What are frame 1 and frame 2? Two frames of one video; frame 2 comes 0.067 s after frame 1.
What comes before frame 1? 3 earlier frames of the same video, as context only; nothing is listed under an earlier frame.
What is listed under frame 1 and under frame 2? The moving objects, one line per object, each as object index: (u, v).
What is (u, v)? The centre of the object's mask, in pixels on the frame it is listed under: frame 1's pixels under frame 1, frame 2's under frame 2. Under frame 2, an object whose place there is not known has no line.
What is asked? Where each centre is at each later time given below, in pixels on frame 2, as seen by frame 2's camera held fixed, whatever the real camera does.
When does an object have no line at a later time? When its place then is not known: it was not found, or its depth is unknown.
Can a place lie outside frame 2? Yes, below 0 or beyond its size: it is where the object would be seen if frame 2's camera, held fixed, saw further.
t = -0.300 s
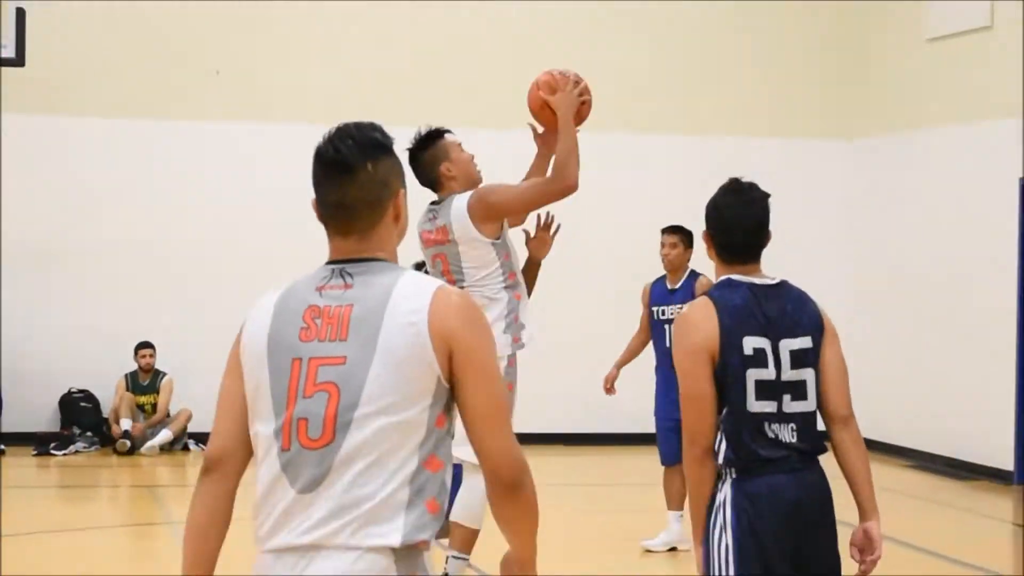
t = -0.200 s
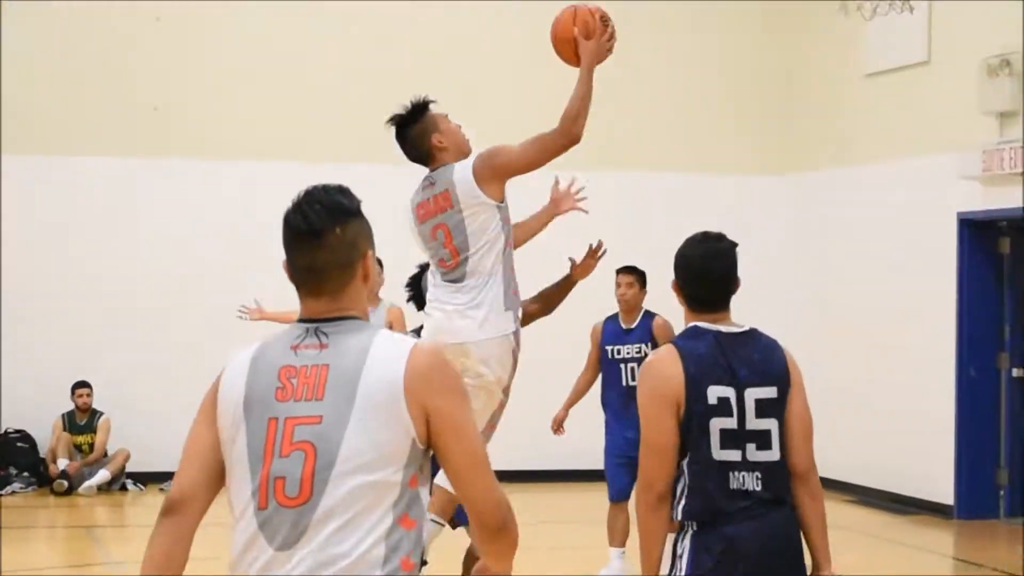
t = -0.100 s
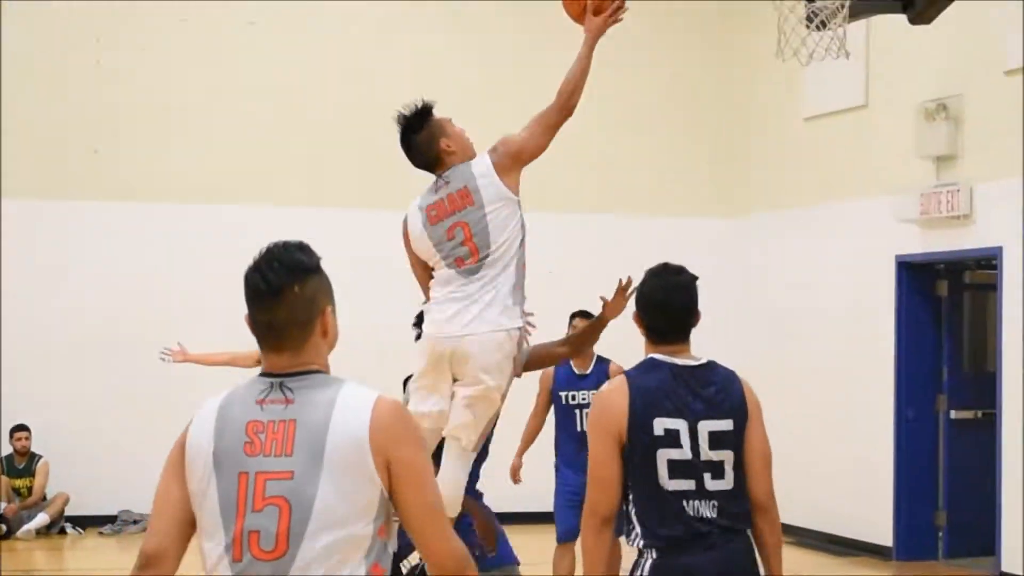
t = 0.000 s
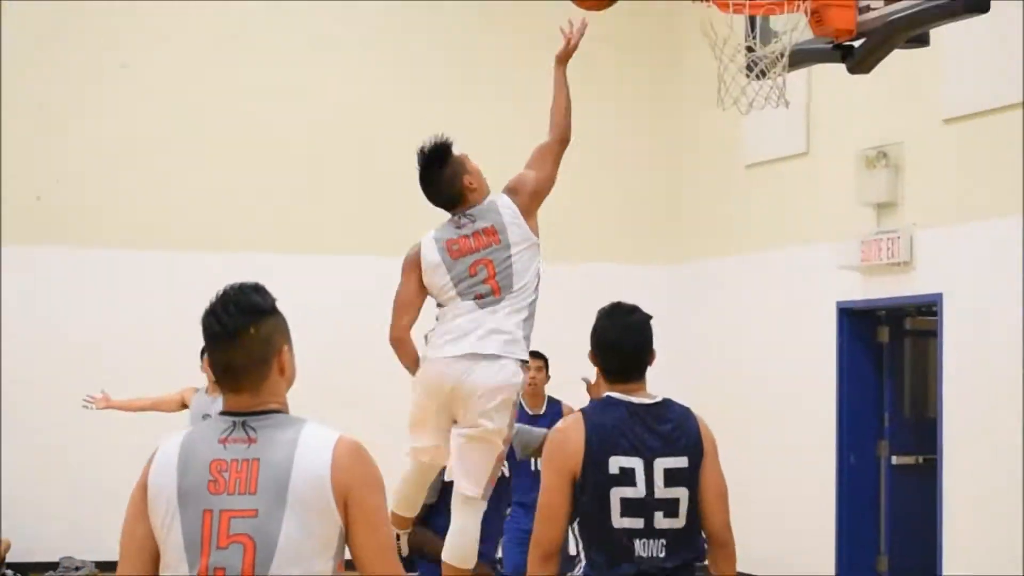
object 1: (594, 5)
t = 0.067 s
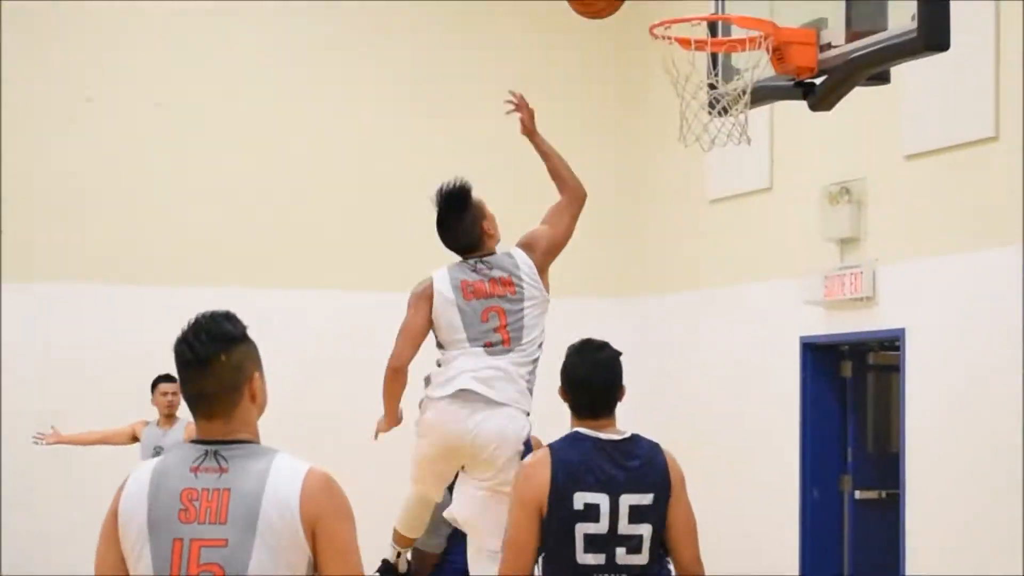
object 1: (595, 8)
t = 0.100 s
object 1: (612, -5)
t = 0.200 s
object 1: (660, -24)
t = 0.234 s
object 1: (677, -20)
